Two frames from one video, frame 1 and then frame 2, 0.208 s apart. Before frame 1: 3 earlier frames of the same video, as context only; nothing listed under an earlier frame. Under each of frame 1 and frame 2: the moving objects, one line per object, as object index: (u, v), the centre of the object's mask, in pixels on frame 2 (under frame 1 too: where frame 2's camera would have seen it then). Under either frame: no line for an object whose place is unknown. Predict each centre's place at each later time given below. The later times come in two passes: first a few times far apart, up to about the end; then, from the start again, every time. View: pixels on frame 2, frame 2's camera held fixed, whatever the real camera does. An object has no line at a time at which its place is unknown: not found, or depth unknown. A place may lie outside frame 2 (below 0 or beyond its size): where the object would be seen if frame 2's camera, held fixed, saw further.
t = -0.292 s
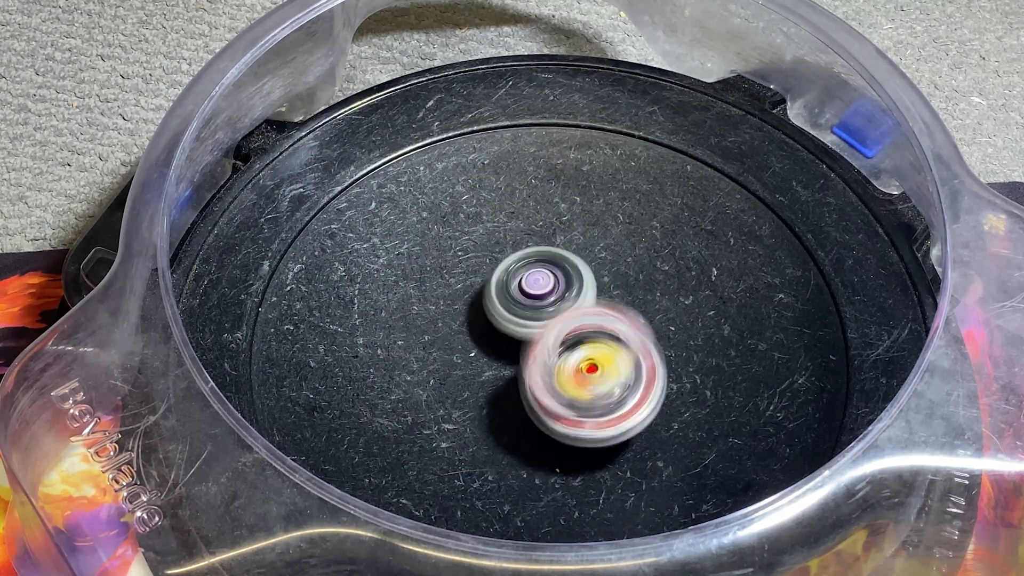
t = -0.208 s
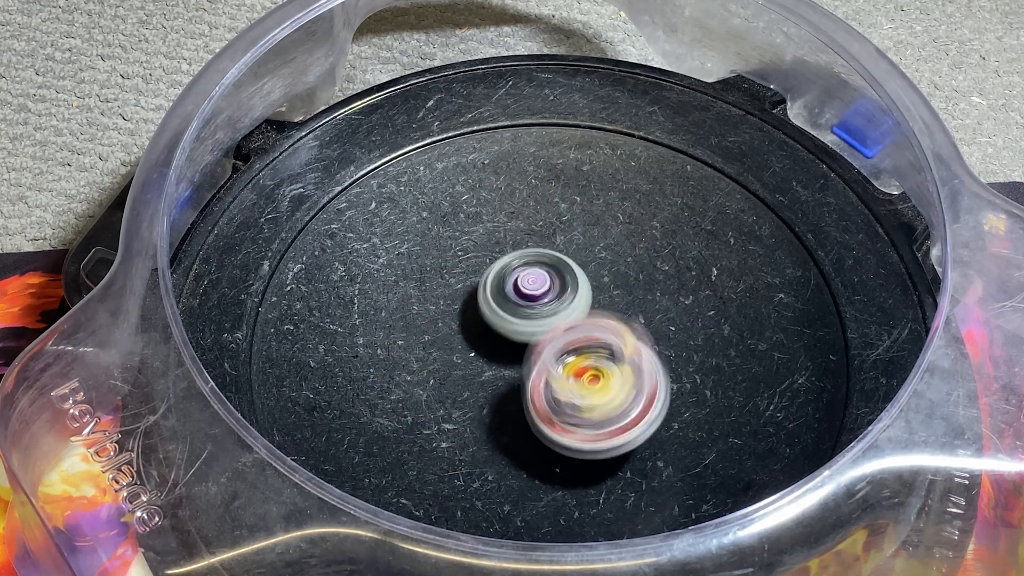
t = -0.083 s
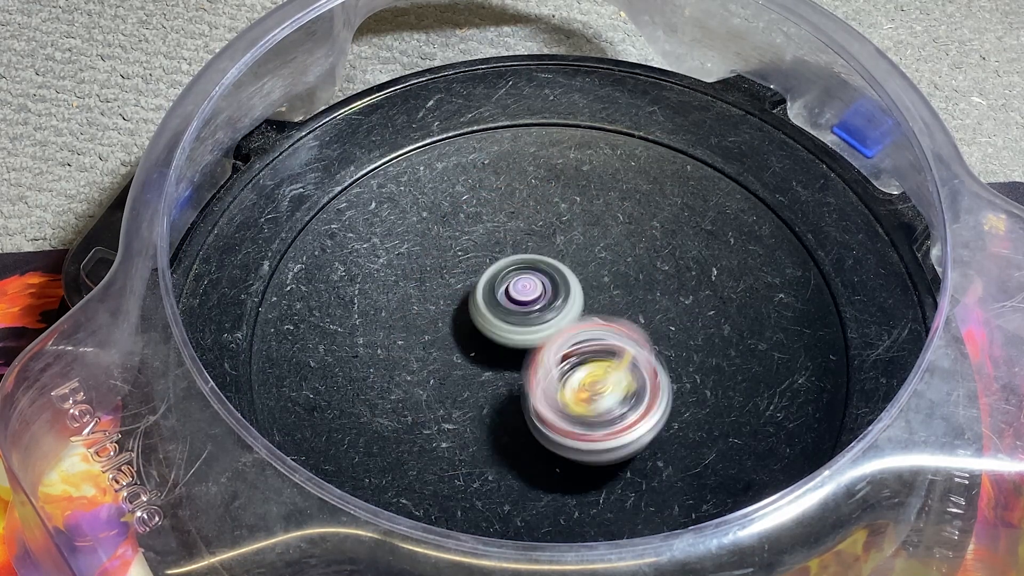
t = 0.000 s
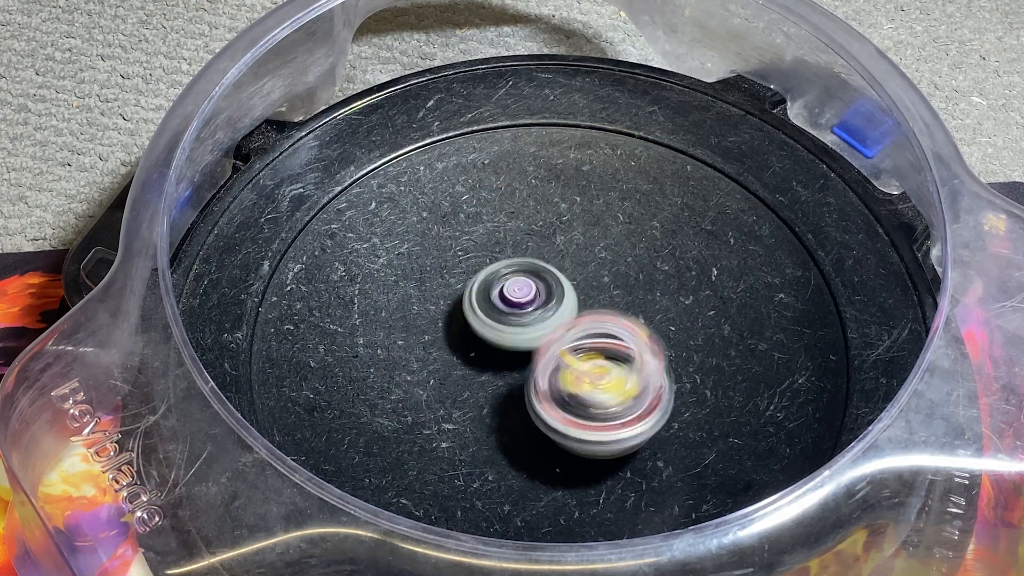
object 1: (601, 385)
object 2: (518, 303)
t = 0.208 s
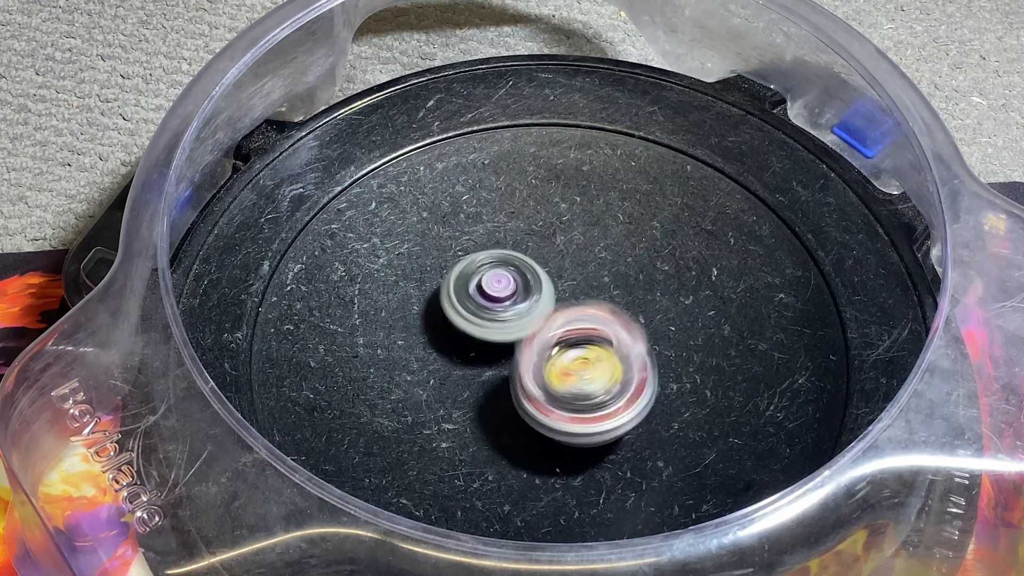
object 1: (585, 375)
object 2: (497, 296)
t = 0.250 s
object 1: (585, 373)
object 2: (492, 296)
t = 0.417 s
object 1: (588, 361)
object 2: (488, 299)
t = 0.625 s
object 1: (596, 356)
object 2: (486, 302)
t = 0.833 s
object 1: (604, 363)
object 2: (490, 305)
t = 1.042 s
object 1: (637, 389)
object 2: (492, 318)
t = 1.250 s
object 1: (619, 371)
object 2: (490, 332)
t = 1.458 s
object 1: (610, 356)
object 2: (475, 331)
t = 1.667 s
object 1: (613, 337)
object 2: (477, 333)
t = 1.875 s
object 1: (618, 313)
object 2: (478, 331)
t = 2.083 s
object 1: (632, 296)
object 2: (492, 343)
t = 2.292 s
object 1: (614, 295)
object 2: (494, 355)
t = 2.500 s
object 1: (605, 292)
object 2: (493, 361)
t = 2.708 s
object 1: (587, 284)
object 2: (495, 364)
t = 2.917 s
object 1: (606, 261)
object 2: (499, 366)
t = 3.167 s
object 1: (595, 258)
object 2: (515, 371)
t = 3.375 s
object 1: (581, 274)
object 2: (511, 384)
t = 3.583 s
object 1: (565, 276)
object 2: (506, 391)
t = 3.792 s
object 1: (554, 272)
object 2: (513, 387)
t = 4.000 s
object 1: (570, 280)
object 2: (511, 402)
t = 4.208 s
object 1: (592, 293)
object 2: (507, 411)
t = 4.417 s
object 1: (596, 308)
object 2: (526, 400)
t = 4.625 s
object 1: (603, 300)
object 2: (526, 410)
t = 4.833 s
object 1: (595, 290)
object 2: (536, 414)
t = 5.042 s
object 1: (581, 281)
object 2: (549, 395)
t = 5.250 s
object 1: (563, 270)
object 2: (565, 387)
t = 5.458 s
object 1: (567, 244)
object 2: (556, 372)
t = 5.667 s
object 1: (578, 238)
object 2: (526, 362)
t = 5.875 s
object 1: (562, 282)
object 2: (462, 354)
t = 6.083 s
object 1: (551, 331)
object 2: (432, 386)
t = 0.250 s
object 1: (585, 373)
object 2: (492, 296)
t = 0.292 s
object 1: (587, 371)
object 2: (492, 297)
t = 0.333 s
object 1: (590, 370)
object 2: (490, 298)
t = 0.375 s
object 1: (586, 367)
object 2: (489, 298)
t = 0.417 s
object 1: (588, 361)
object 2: (488, 299)
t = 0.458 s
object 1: (583, 353)
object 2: (484, 298)
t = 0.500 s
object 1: (586, 355)
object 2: (484, 299)
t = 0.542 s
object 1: (587, 356)
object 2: (485, 298)
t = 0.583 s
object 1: (593, 353)
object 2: (486, 300)
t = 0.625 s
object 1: (596, 356)
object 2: (486, 302)
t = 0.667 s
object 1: (593, 357)
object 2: (487, 302)
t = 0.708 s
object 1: (594, 351)
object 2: (488, 305)
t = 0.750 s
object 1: (596, 354)
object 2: (488, 305)
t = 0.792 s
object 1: (596, 357)
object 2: (490, 306)
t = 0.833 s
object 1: (604, 363)
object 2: (490, 305)
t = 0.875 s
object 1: (615, 375)
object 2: (492, 307)
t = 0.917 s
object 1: (624, 377)
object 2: (491, 310)
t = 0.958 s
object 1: (630, 386)
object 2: (492, 312)
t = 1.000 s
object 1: (632, 386)
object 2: (492, 316)
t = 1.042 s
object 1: (637, 389)
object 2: (492, 318)
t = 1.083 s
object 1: (633, 390)
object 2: (492, 321)
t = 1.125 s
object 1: (628, 384)
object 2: (492, 324)
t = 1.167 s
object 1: (629, 380)
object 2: (491, 327)
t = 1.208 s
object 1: (621, 377)
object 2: (491, 330)
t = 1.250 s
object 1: (619, 371)
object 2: (490, 332)
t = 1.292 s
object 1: (606, 367)
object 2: (488, 334)
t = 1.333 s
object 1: (602, 366)
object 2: (481, 334)
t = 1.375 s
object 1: (605, 366)
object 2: (477, 333)
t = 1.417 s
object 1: (604, 363)
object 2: (475, 331)
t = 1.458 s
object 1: (610, 356)
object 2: (475, 331)
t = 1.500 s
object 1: (616, 356)
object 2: (475, 332)
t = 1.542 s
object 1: (614, 356)
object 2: (475, 333)
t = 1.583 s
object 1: (612, 348)
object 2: (474, 332)
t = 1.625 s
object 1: (617, 342)
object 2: (475, 332)
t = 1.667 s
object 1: (613, 337)
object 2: (477, 333)
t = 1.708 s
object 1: (613, 331)
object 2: (477, 333)
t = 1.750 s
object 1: (610, 325)
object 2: (480, 332)
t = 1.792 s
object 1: (608, 319)
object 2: (483, 334)
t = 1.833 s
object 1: (613, 319)
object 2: (478, 333)
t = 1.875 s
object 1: (618, 313)
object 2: (478, 331)
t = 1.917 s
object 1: (623, 308)
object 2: (483, 332)
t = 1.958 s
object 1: (628, 306)
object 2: (486, 335)
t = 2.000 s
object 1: (628, 304)
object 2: (488, 338)
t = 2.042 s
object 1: (630, 298)
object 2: (490, 340)
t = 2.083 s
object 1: (632, 296)
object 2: (492, 343)
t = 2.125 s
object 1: (633, 297)
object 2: (493, 345)
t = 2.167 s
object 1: (628, 297)
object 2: (494, 347)
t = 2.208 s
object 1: (624, 292)
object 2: (496, 349)
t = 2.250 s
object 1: (620, 295)
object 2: (497, 352)
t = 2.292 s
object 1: (614, 295)
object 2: (494, 355)
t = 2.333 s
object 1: (616, 295)
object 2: (494, 355)
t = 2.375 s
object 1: (615, 297)
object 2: (495, 357)
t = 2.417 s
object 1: (611, 300)
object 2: (494, 359)
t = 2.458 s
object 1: (606, 297)
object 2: (493, 361)
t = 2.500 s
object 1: (605, 292)
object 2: (493, 361)
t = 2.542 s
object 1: (606, 289)
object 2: (493, 362)
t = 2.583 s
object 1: (601, 291)
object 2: (493, 363)
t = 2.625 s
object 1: (595, 289)
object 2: (494, 363)
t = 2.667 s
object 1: (590, 284)
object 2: (495, 363)
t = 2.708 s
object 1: (587, 284)
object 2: (495, 364)
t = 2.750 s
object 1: (588, 283)
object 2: (495, 364)
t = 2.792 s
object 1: (596, 280)
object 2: (492, 365)
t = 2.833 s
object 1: (597, 275)
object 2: (494, 365)
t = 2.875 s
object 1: (599, 262)
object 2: (498, 365)
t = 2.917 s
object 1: (606, 261)
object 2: (499, 366)
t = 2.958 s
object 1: (605, 264)
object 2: (502, 366)
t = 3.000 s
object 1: (608, 253)
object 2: (505, 367)
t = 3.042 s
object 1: (614, 251)
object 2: (508, 368)
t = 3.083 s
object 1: (612, 253)
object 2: (510, 369)
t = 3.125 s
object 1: (606, 259)
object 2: (513, 371)
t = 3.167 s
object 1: (595, 258)
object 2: (515, 371)
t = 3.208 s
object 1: (595, 259)
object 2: (518, 373)
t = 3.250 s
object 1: (589, 269)
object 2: (520, 375)
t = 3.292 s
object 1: (585, 266)
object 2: (514, 382)
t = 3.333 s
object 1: (590, 267)
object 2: (511, 383)
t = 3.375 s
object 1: (581, 274)
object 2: (511, 384)
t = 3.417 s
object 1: (569, 271)
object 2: (513, 384)
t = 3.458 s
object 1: (565, 269)
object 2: (513, 386)
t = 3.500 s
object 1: (566, 274)
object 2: (512, 386)
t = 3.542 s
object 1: (561, 281)
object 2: (511, 388)
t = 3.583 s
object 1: (565, 276)
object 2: (506, 391)
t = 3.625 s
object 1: (564, 277)
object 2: (505, 388)
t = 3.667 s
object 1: (561, 276)
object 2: (508, 387)
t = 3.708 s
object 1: (559, 275)
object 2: (510, 387)
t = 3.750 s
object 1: (554, 272)
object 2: (511, 388)
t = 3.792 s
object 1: (554, 272)
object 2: (513, 387)
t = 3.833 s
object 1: (568, 272)
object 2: (509, 394)
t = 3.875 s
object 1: (577, 275)
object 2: (506, 401)
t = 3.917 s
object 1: (576, 285)
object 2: (505, 402)
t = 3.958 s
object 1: (571, 287)
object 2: (507, 400)
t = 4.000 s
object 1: (570, 280)
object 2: (511, 402)
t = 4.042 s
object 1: (570, 278)
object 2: (513, 403)
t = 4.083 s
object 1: (577, 282)
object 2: (514, 404)
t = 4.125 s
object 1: (579, 294)
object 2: (516, 403)
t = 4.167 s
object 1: (582, 292)
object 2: (512, 410)
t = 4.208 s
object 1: (592, 293)
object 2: (507, 411)
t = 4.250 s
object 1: (594, 299)
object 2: (508, 406)
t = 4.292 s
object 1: (590, 308)
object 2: (514, 401)
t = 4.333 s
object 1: (588, 303)
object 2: (518, 399)
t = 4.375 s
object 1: (591, 302)
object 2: (523, 399)
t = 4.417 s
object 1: (596, 308)
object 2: (526, 400)
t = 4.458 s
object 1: (604, 312)
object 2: (524, 406)
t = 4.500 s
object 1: (606, 313)
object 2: (521, 408)
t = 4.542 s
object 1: (608, 311)
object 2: (522, 408)
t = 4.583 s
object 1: (607, 304)
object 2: (523, 410)
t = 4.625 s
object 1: (603, 300)
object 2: (526, 410)
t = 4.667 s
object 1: (604, 296)
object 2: (529, 409)
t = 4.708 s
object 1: (600, 297)
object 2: (534, 409)
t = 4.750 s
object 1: (598, 296)
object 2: (537, 410)
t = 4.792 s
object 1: (598, 292)
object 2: (536, 414)
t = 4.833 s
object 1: (595, 290)
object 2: (536, 414)
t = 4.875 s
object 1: (591, 287)
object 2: (535, 412)
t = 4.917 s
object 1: (585, 282)
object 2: (533, 409)
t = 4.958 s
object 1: (590, 278)
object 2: (536, 403)
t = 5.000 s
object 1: (589, 279)
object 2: (541, 397)
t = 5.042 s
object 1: (581, 281)
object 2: (549, 395)
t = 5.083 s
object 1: (573, 278)
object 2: (557, 393)
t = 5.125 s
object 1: (565, 274)
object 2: (563, 391)
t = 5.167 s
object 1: (567, 273)
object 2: (566, 389)
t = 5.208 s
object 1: (564, 272)
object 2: (567, 389)
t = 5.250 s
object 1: (563, 270)
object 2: (565, 387)
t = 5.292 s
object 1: (558, 266)
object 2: (562, 386)
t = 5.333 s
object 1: (559, 261)
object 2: (560, 382)
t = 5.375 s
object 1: (556, 258)
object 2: (560, 376)
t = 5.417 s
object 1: (557, 251)
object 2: (559, 374)
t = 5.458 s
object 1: (567, 244)
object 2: (556, 372)
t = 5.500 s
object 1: (575, 248)
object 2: (556, 367)
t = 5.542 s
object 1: (573, 247)
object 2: (556, 361)
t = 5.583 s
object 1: (574, 248)
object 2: (556, 355)
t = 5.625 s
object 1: (576, 245)
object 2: (543, 359)
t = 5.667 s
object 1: (578, 238)
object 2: (526, 362)
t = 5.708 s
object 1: (580, 242)
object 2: (511, 360)
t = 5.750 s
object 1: (577, 250)
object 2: (497, 357)
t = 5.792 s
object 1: (580, 260)
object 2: (484, 354)
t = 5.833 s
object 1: (569, 271)
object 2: (472, 353)
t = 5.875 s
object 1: (562, 282)
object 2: (462, 354)
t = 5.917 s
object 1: (559, 292)
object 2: (450, 361)
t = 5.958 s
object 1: (559, 303)
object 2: (439, 367)
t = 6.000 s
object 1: (558, 315)
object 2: (436, 373)
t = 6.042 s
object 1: (554, 323)
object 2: (433, 380)
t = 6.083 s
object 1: (551, 331)
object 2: (432, 386)
